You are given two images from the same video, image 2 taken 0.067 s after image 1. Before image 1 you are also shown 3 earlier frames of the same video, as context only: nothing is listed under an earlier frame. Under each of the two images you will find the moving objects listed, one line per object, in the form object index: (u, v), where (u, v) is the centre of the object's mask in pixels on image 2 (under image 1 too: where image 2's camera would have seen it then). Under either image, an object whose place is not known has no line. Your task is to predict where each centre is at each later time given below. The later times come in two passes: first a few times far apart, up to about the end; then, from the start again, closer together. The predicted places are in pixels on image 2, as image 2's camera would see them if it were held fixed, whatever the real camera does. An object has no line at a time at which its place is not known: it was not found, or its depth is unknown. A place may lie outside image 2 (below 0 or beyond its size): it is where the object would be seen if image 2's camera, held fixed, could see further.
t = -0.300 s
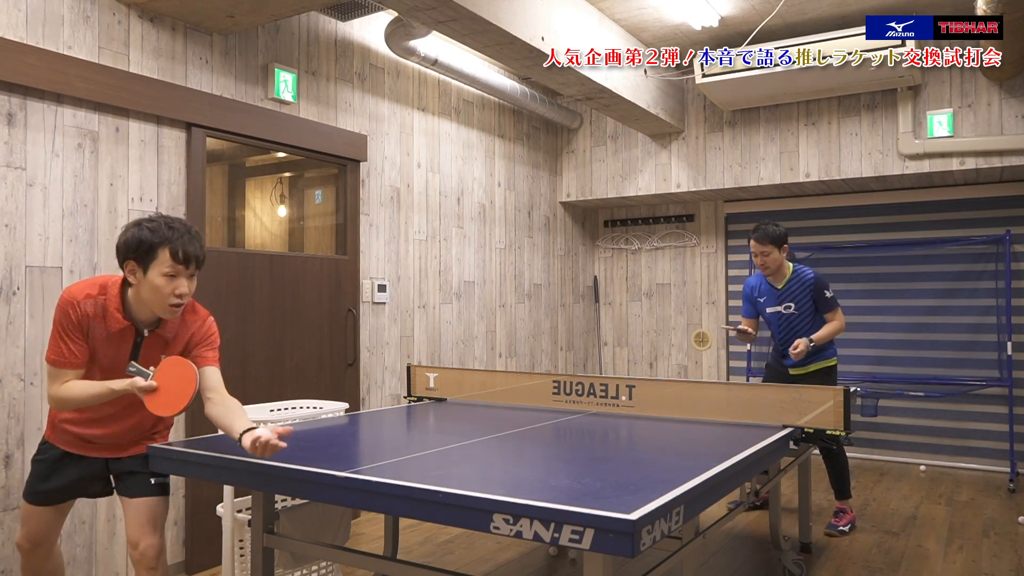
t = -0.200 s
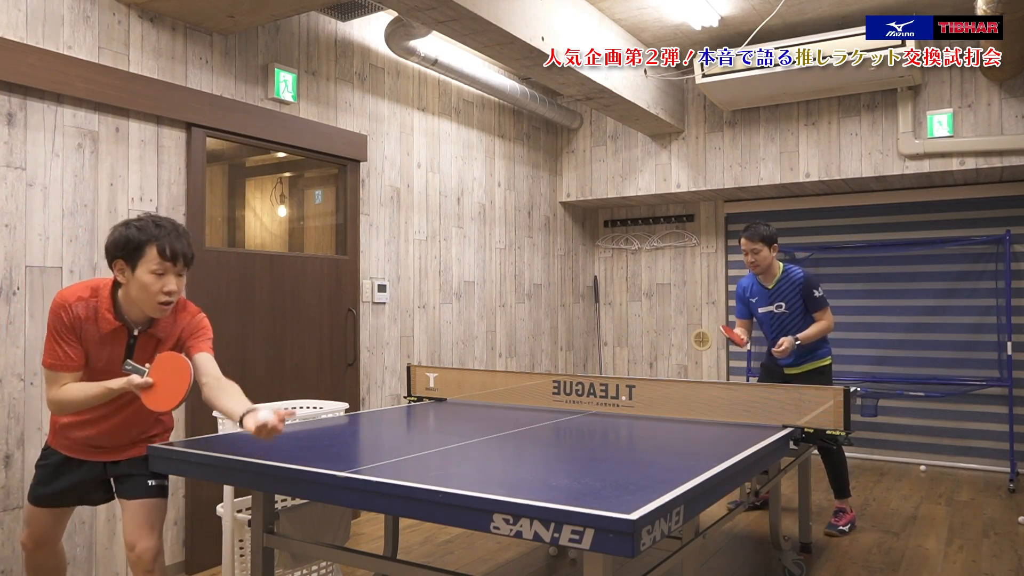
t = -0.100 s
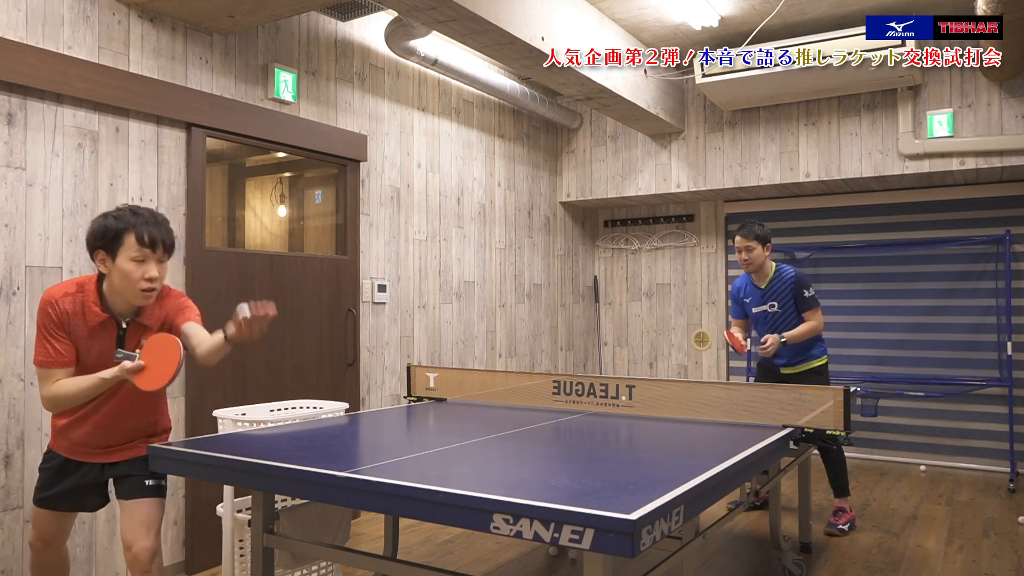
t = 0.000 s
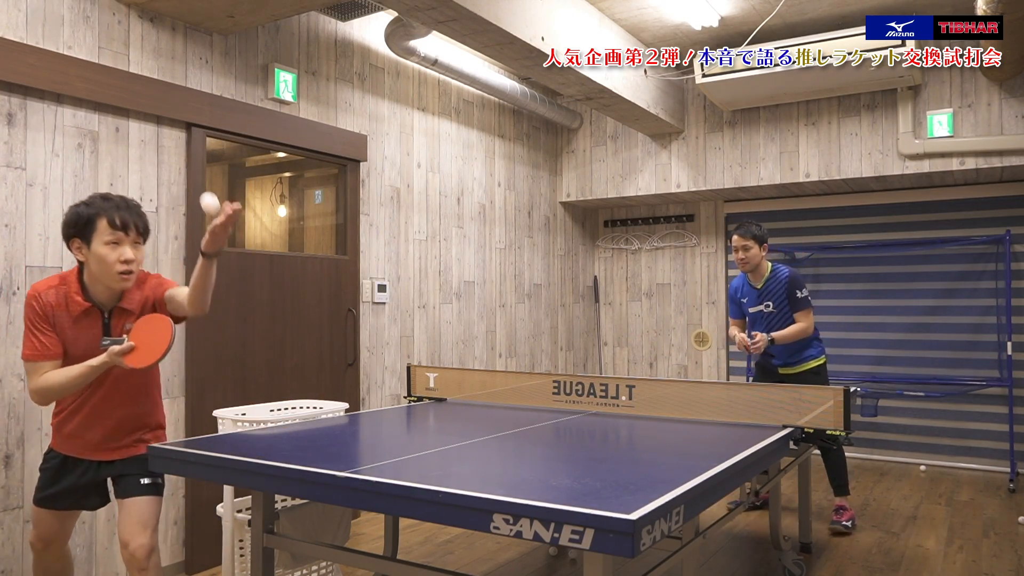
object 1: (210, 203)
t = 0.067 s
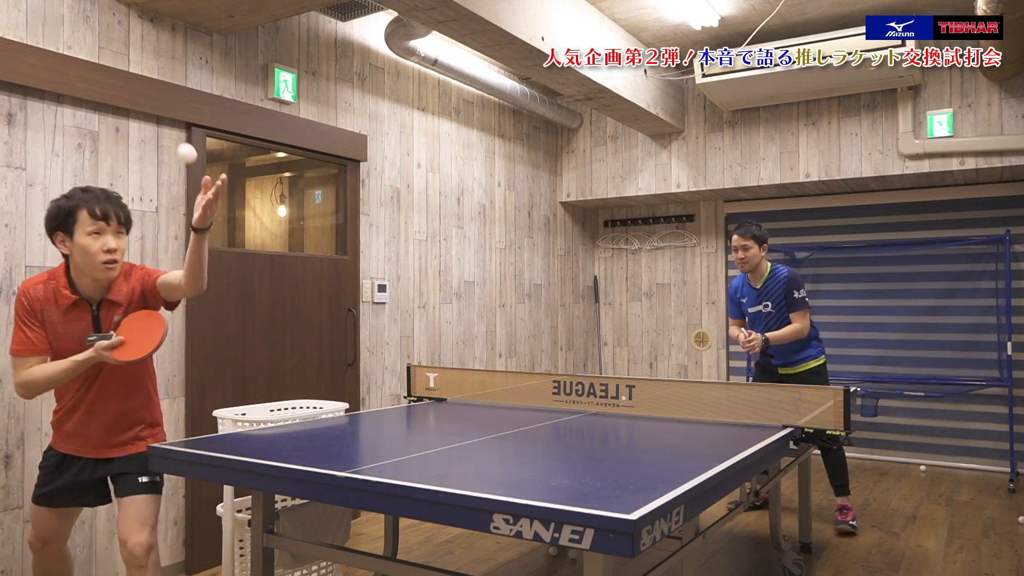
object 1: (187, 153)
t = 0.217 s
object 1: (137, 109)
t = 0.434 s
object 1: (67, 201)
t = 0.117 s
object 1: (170, 127)
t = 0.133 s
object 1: (164, 121)
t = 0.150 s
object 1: (159, 117)
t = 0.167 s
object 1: (153, 113)
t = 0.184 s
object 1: (148, 111)
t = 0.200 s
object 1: (142, 109)
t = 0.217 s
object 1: (137, 109)
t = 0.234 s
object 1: (131, 110)
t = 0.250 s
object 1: (126, 111)
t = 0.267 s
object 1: (121, 113)
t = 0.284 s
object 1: (115, 116)
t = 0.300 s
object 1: (110, 122)
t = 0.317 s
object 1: (104, 128)
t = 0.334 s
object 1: (99, 135)
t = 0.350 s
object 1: (93, 144)
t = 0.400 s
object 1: (78, 173)
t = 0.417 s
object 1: (73, 186)
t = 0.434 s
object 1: (67, 201)
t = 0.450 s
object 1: (63, 215)
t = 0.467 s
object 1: (58, 229)
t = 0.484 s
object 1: (53, 245)
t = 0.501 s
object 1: (48, 264)
